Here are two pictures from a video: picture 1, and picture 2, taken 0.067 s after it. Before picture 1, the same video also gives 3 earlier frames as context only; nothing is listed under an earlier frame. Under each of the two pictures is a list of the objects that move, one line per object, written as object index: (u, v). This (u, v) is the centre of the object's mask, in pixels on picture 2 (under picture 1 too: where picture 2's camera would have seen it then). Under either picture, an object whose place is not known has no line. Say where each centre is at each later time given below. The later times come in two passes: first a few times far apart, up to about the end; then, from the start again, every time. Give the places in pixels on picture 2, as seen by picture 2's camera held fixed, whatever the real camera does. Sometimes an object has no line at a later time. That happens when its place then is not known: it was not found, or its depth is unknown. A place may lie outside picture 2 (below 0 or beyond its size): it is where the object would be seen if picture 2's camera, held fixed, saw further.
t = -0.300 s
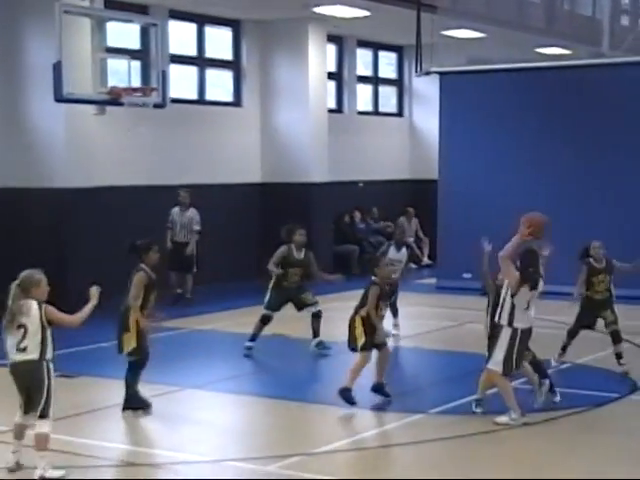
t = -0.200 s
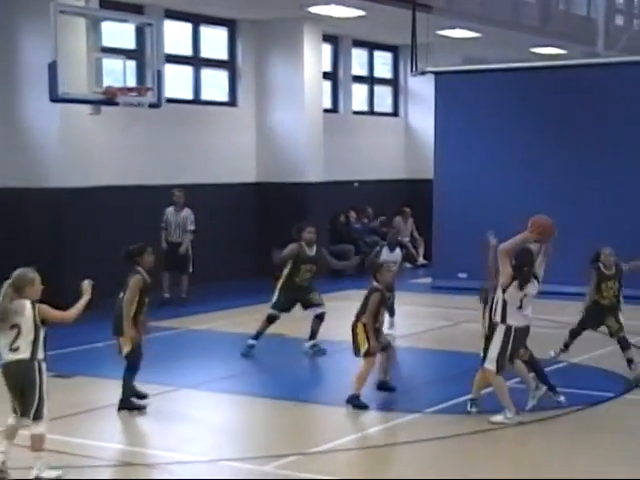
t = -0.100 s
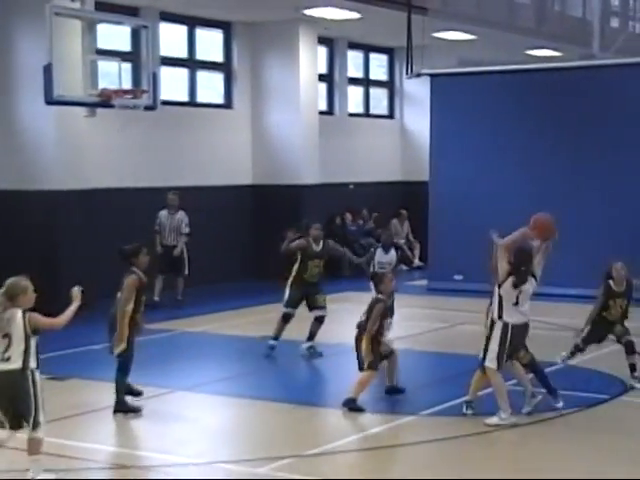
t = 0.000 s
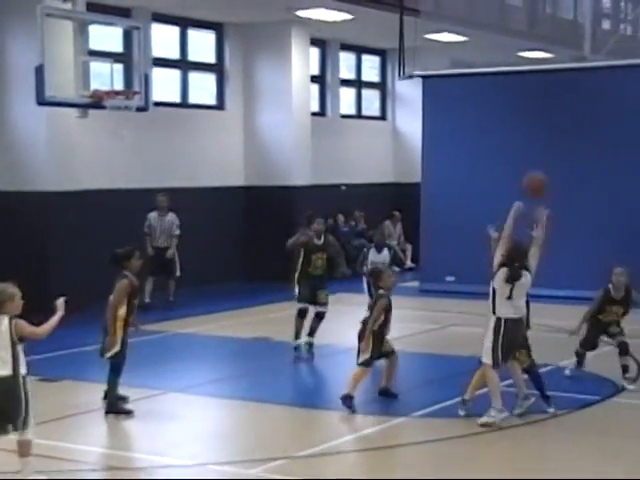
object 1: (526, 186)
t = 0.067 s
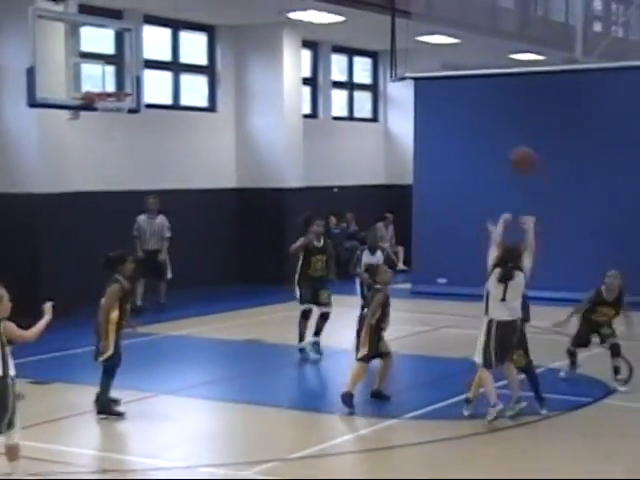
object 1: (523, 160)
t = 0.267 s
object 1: (510, 113)
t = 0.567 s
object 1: (494, 126)
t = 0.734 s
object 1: (486, 166)
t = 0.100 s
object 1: (520, 148)
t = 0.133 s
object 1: (518, 138)
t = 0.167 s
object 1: (517, 130)
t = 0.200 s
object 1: (515, 122)
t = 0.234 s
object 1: (513, 117)
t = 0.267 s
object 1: (510, 113)
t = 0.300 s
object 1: (509, 110)
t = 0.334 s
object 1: (507, 108)
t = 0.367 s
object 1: (505, 108)
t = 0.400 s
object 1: (503, 109)
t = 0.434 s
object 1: (502, 110)
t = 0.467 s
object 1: (500, 112)
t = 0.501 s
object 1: (498, 116)
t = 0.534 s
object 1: (497, 120)
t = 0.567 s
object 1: (494, 126)
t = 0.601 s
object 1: (493, 133)
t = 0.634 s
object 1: (491, 140)
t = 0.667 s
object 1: (489, 148)
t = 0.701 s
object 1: (488, 156)
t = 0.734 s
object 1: (486, 166)
